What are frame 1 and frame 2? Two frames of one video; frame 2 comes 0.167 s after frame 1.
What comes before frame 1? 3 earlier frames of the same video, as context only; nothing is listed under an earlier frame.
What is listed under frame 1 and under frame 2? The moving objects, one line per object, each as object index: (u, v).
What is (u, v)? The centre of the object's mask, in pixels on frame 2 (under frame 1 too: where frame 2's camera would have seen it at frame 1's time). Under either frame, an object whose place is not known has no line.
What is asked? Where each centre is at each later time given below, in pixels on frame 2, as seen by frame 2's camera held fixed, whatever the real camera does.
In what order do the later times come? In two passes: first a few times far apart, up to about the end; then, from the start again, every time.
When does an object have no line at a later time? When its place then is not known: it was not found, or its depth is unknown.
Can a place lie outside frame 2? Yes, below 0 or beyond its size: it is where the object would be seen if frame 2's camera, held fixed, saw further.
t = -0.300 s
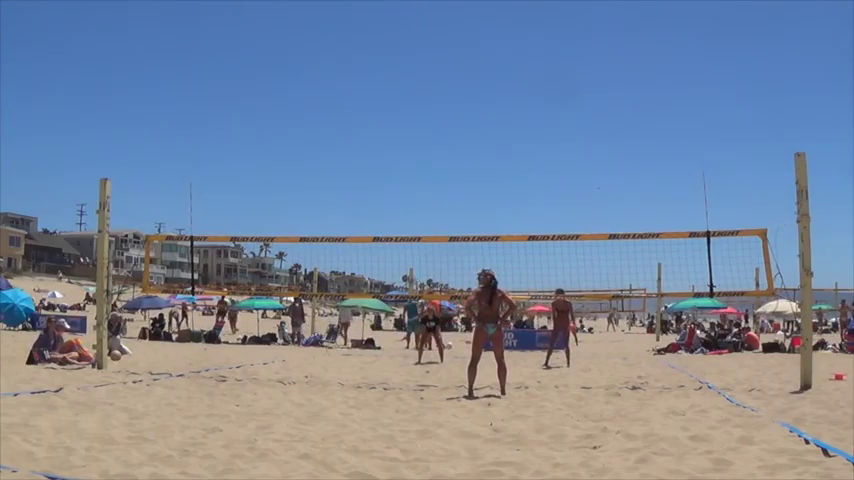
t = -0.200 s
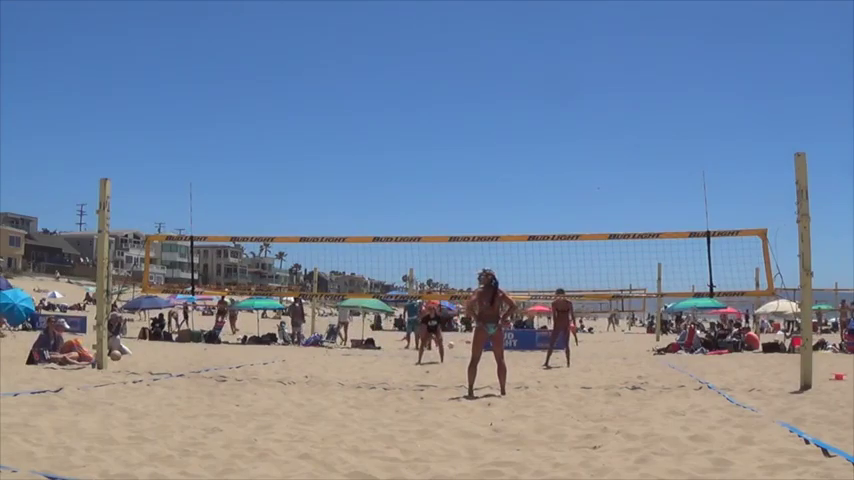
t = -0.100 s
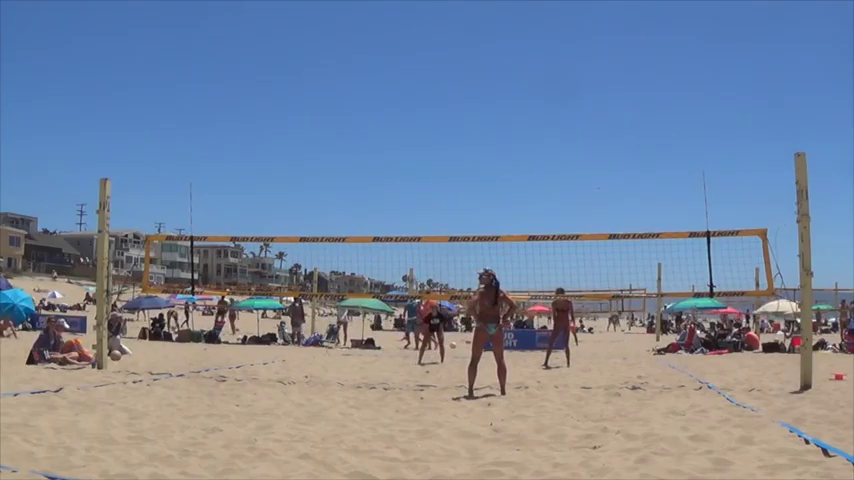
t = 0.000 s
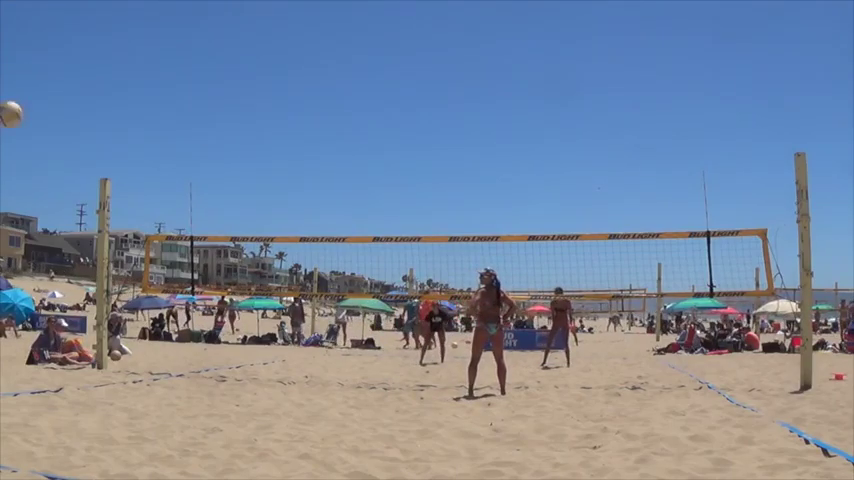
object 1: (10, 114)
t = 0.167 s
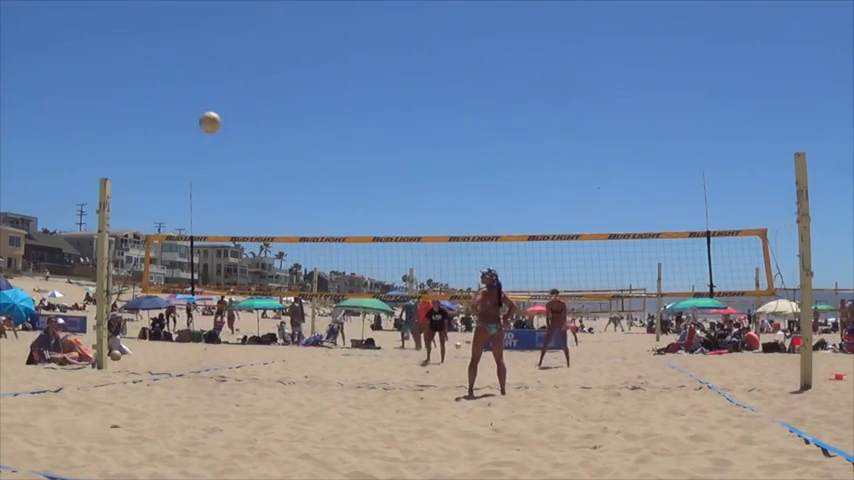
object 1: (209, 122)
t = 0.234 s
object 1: (271, 131)
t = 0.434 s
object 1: (407, 170)
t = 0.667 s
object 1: (506, 229)
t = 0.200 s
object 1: (242, 126)
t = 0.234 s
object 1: (271, 131)
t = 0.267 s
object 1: (298, 137)
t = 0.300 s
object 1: (323, 143)
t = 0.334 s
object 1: (346, 149)
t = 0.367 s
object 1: (368, 156)
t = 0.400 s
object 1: (388, 163)
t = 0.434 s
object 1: (407, 170)
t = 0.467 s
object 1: (424, 178)
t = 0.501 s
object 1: (440, 185)
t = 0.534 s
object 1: (455, 194)
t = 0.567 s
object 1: (469, 202)
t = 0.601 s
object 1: (482, 211)
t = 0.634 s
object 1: (494, 220)
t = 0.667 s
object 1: (506, 229)
